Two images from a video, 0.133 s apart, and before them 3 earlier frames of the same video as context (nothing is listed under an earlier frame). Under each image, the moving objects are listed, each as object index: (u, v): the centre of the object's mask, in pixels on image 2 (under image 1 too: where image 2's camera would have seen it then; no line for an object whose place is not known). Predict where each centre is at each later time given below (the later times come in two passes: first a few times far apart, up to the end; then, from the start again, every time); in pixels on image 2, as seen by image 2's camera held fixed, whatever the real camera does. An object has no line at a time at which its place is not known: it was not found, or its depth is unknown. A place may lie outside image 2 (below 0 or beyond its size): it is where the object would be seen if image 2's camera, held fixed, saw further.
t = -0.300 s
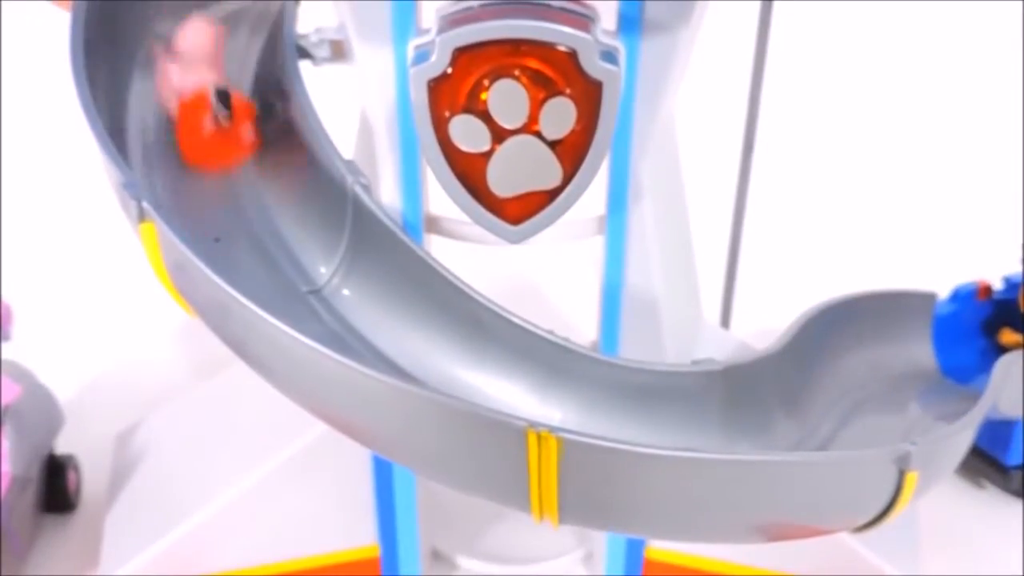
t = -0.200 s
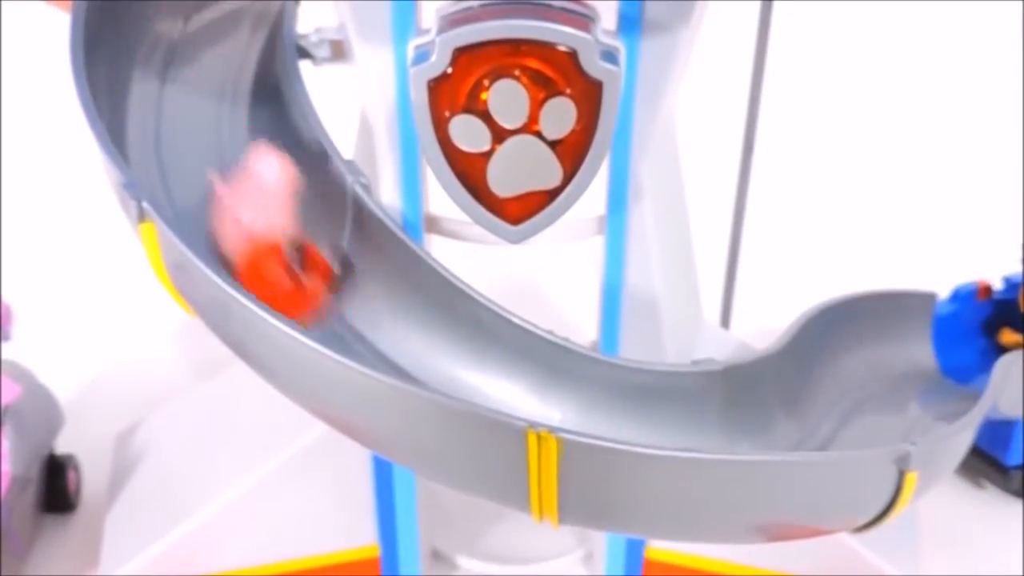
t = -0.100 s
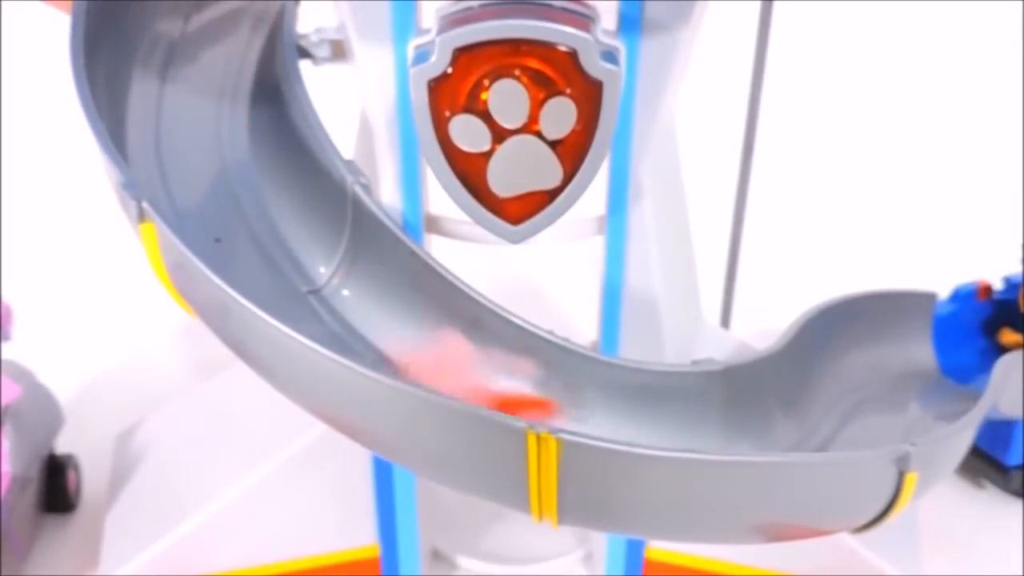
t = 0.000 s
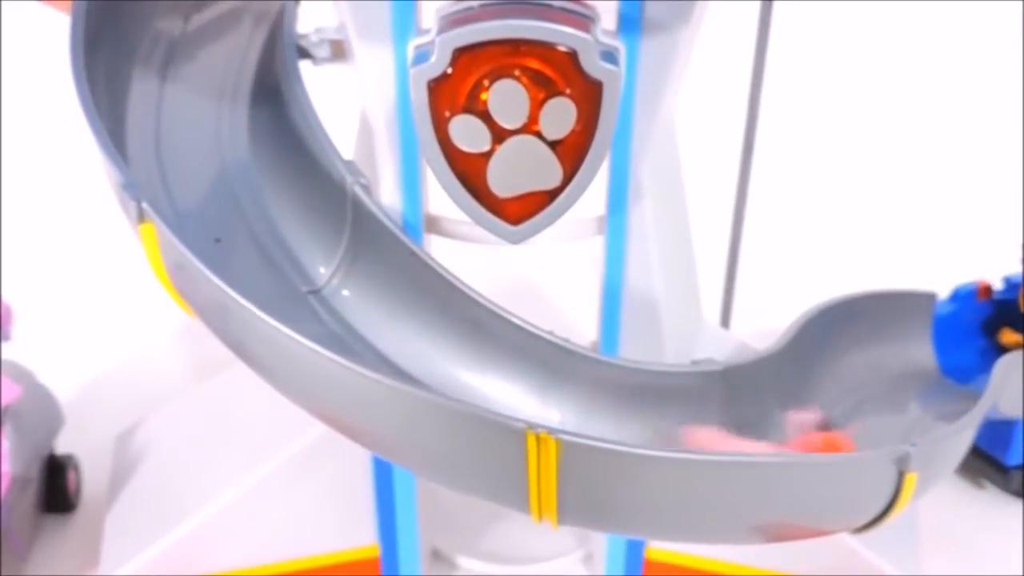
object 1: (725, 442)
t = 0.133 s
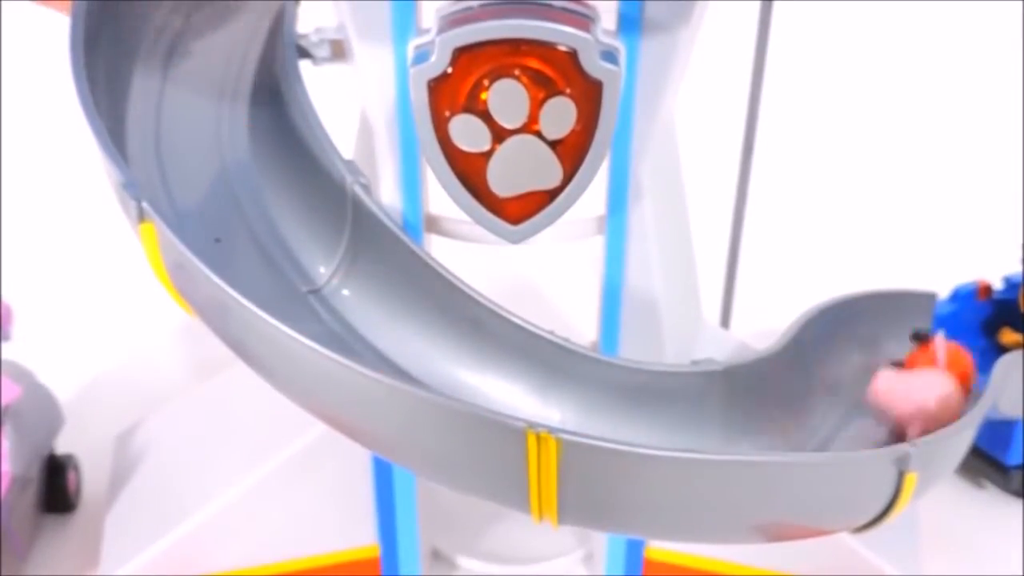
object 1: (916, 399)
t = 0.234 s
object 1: (959, 352)
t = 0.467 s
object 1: (958, 350)
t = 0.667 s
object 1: (958, 350)
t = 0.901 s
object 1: (958, 351)
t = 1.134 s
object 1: (958, 350)
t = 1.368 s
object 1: (956, 351)
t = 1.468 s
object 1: (957, 350)
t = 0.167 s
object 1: (927, 377)
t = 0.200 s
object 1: (940, 362)
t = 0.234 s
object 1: (959, 352)
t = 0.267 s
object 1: (958, 350)
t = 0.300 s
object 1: (959, 350)
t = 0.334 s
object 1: (959, 350)
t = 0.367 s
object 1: (959, 351)
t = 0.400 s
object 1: (959, 350)
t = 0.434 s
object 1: (959, 350)
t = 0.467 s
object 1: (958, 350)
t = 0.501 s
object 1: (958, 350)
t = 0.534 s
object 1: (958, 350)
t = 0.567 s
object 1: (958, 350)
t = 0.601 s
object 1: (958, 350)
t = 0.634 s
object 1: (958, 350)
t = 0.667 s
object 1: (958, 350)
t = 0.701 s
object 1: (958, 350)
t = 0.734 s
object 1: (958, 350)
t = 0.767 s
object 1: (958, 350)
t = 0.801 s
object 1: (958, 350)
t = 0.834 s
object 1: (958, 350)
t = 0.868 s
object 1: (958, 350)
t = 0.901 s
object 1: (958, 351)
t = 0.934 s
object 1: (958, 350)
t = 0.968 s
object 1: (958, 350)
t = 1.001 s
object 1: (958, 350)
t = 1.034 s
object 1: (958, 350)
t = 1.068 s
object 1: (958, 350)
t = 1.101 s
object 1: (958, 350)
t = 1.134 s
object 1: (958, 350)
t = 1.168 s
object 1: (958, 350)
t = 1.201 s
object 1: (957, 350)
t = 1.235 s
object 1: (957, 350)
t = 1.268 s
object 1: (957, 350)
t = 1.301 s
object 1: (957, 350)
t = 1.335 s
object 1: (957, 351)
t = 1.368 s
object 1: (956, 351)
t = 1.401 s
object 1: (957, 351)
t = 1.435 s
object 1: (957, 351)
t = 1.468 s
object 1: (957, 350)
